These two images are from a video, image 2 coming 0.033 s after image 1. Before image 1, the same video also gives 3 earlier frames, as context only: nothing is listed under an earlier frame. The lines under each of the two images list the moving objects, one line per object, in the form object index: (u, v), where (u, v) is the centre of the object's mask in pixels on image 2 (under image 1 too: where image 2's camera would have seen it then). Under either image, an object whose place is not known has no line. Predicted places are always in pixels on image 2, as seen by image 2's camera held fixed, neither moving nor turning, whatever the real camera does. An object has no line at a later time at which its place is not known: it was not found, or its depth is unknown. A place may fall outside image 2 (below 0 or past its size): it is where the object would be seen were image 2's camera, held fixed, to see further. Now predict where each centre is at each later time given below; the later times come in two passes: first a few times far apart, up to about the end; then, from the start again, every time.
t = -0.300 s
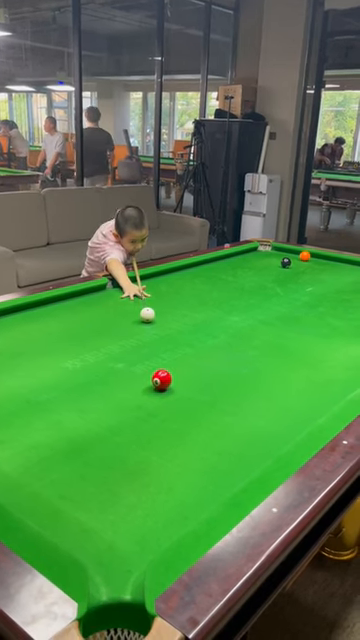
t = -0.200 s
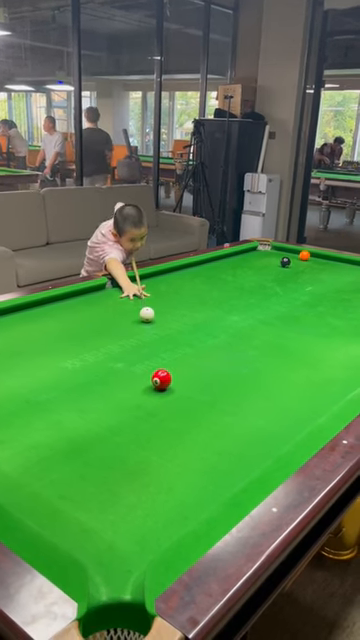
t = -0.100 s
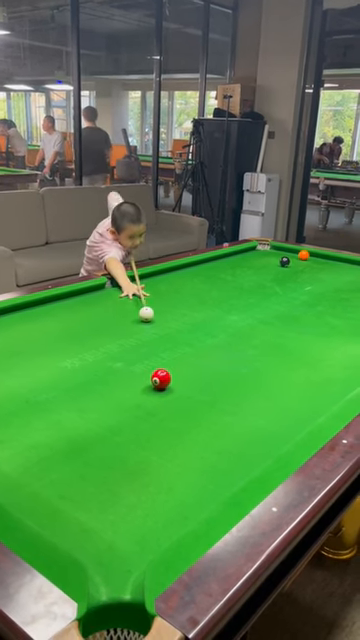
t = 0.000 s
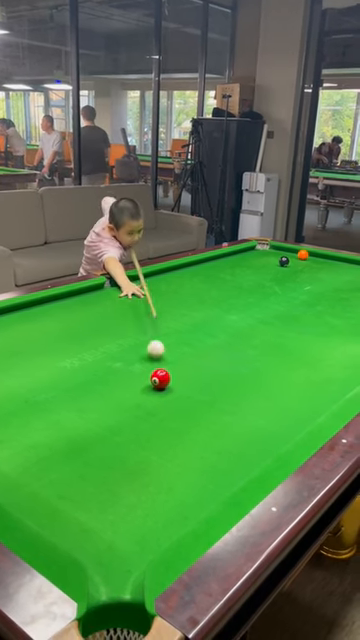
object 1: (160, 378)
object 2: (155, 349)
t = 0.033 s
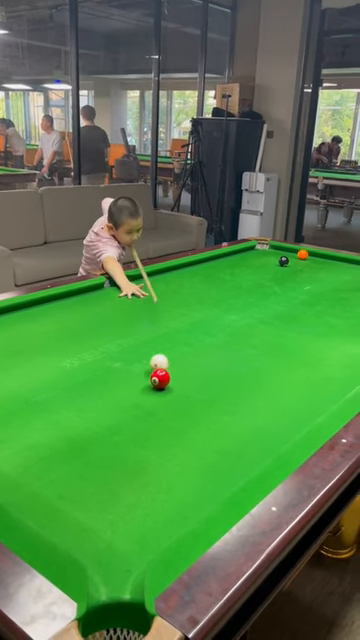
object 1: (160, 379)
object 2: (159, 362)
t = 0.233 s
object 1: (141, 512)
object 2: (187, 365)
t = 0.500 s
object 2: (213, 352)
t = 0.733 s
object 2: (232, 342)
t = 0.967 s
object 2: (248, 333)
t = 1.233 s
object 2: (264, 325)
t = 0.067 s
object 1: (158, 388)
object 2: (165, 369)
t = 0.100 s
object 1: (155, 408)
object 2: (170, 370)
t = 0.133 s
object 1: (152, 429)
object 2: (175, 369)
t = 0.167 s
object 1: (149, 453)
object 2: (179, 368)
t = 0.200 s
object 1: (145, 481)
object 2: (184, 367)
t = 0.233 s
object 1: (141, 512)
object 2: (187, 365)
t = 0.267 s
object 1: (136, 548)
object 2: (191, 363)
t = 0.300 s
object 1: (114, 578)
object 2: (194, 361)
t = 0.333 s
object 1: (118, 594)
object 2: (197, 360)
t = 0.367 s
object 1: (123, 610)
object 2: (201, 358)
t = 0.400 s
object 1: (113, 627)
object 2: (204, 356)
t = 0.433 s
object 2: (207, 355)
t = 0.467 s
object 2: (210, 353)
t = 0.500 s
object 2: (213, 352)
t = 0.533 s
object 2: (216, 350)
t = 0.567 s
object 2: (219, 349)
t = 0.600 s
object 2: (221, 347)
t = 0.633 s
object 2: (224, 346)
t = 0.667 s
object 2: (227, 345)
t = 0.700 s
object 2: (229, 343)
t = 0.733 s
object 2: (232, 342)
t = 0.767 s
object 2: (234, 341)
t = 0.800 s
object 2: (237, 339)
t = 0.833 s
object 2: (239, 338)
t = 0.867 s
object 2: (241, 337)
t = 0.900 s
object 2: (244, 336)
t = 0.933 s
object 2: (246, 335)
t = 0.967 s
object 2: (248, 333)
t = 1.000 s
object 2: (250, 332)
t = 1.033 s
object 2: (252, 331)
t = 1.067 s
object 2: (255, 330)
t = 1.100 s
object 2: (256, 329)
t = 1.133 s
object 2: (258, 328)
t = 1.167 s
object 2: (260, 327)
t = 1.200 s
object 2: (262, 326)
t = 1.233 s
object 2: (264, 325)
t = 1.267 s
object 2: (266, 324)
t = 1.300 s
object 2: (268, 323)
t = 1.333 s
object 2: (270, 322)
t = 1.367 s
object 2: (271, 321)
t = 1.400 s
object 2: (273, 320)
